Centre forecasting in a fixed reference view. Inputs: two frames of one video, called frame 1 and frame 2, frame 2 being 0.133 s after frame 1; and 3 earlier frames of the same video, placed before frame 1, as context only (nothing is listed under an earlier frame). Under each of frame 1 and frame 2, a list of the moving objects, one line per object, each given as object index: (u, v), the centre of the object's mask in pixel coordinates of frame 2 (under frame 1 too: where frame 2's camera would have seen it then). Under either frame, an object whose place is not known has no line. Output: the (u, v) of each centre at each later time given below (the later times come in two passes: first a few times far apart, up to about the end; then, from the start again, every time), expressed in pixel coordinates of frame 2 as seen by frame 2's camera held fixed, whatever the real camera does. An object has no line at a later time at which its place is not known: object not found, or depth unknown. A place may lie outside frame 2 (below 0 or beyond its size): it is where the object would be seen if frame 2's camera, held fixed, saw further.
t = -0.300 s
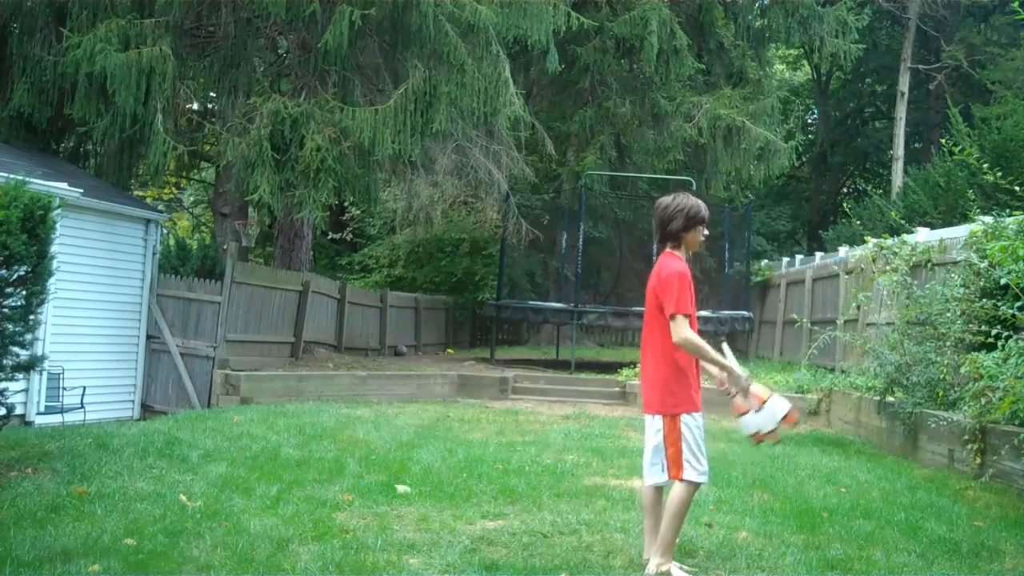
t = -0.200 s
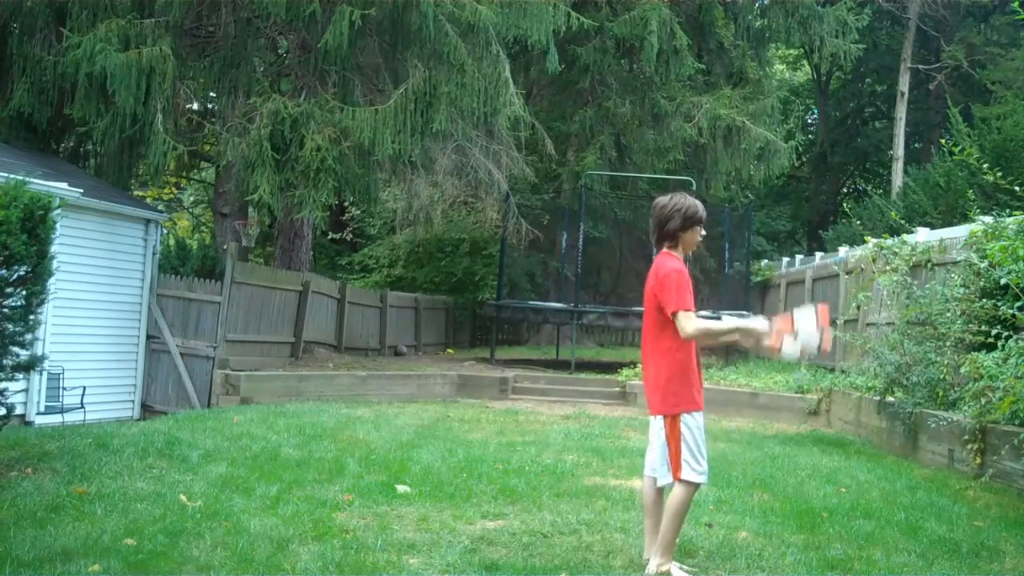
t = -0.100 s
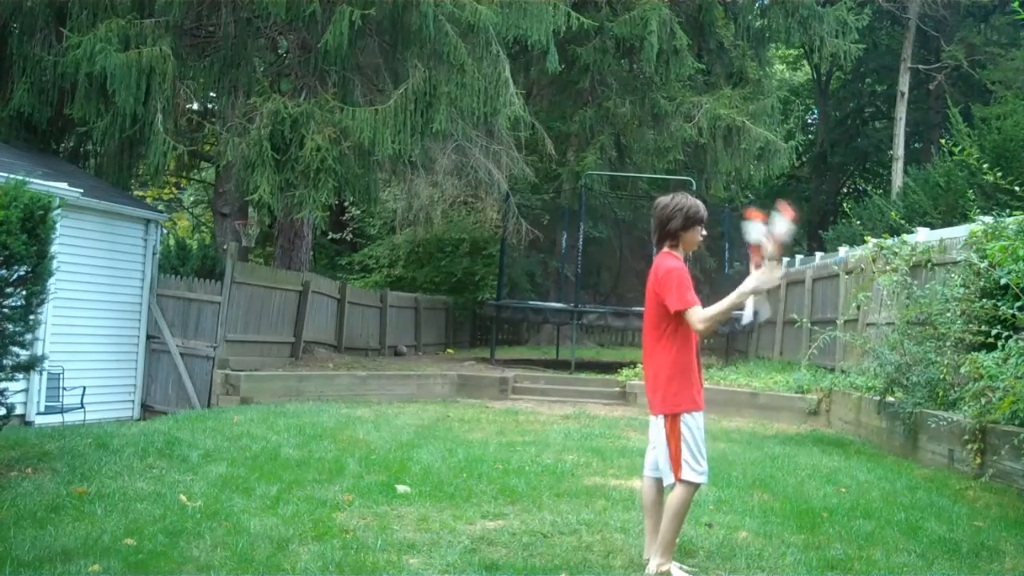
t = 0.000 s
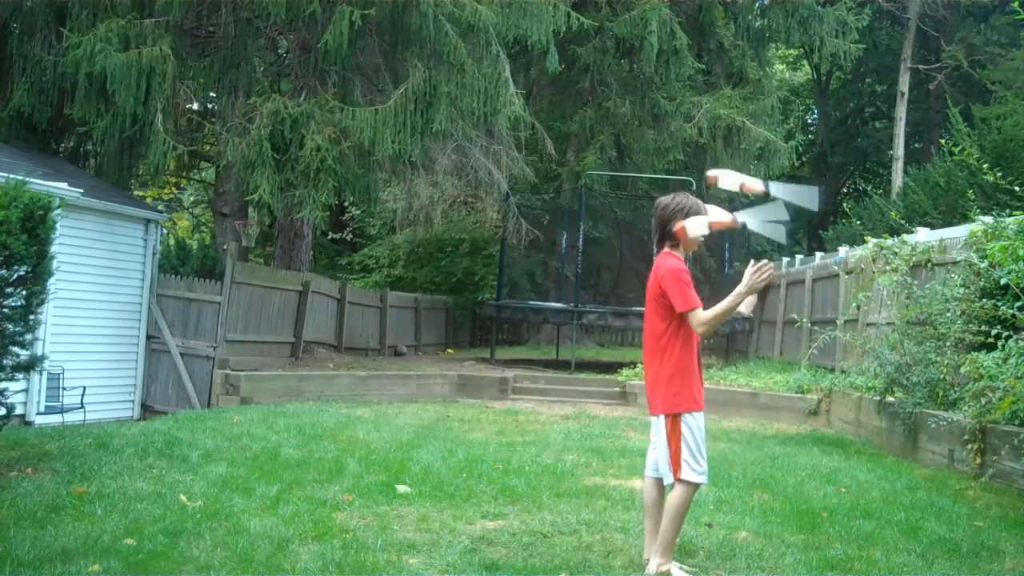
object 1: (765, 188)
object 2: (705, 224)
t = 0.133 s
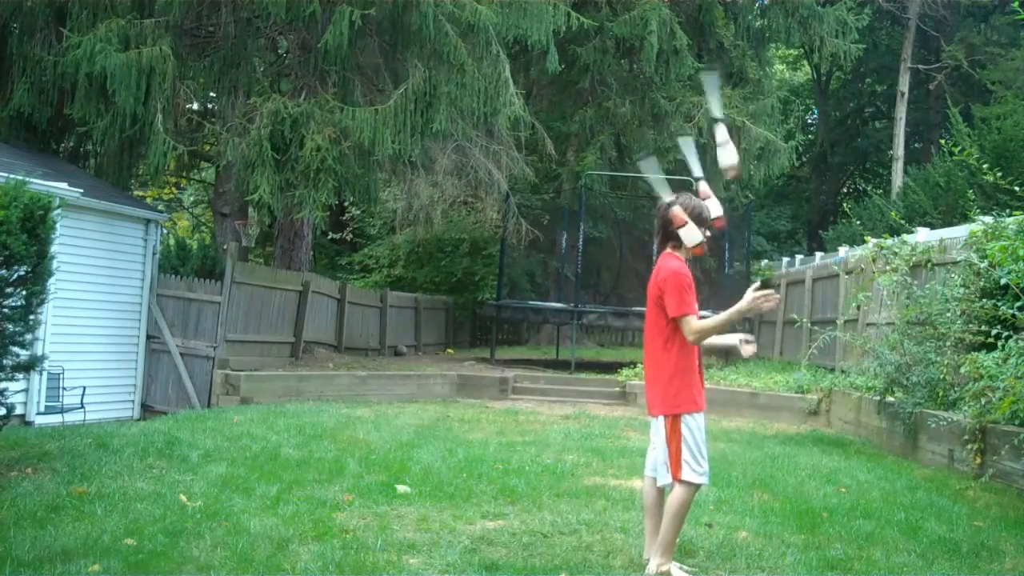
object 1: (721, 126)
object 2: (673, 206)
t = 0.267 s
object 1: (684, 116)
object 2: (626, 253)
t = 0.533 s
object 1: (604, 197)
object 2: (520, 465)
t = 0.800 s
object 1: (517, 439)
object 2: (424, 549)
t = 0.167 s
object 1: (710, 122)
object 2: (659, 214)
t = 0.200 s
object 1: (702, 118)
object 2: (643, 226)
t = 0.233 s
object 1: (692, 116)
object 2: (636, 239)
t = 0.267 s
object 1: (684, 116)
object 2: (626, 253)
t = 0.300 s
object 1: (675, 115)
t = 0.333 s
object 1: (664, 118)
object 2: (604, 277)
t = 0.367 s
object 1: (652, 124)
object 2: (587, 298)
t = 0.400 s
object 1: (638, 136)
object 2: (570, 326)
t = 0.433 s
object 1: (629, 151)
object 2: (560, 358)
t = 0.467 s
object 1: (620, 168)
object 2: (545, 390)
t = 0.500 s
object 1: (614, 182)
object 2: (533, 425)
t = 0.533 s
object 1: (604, 197)
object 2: (520, 465)
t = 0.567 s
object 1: (590, 214)
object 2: (506, 499)
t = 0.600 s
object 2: (481, 531)
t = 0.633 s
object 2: (445, 559)
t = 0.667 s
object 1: (553, 306)
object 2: (442, 570)
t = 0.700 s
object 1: (548, 337)
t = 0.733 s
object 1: (542, 362)
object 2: (426, 556)
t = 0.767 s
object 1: (528, 398)
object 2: (426, 552)
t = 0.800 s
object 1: (517, 439)
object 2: (424, 549)
